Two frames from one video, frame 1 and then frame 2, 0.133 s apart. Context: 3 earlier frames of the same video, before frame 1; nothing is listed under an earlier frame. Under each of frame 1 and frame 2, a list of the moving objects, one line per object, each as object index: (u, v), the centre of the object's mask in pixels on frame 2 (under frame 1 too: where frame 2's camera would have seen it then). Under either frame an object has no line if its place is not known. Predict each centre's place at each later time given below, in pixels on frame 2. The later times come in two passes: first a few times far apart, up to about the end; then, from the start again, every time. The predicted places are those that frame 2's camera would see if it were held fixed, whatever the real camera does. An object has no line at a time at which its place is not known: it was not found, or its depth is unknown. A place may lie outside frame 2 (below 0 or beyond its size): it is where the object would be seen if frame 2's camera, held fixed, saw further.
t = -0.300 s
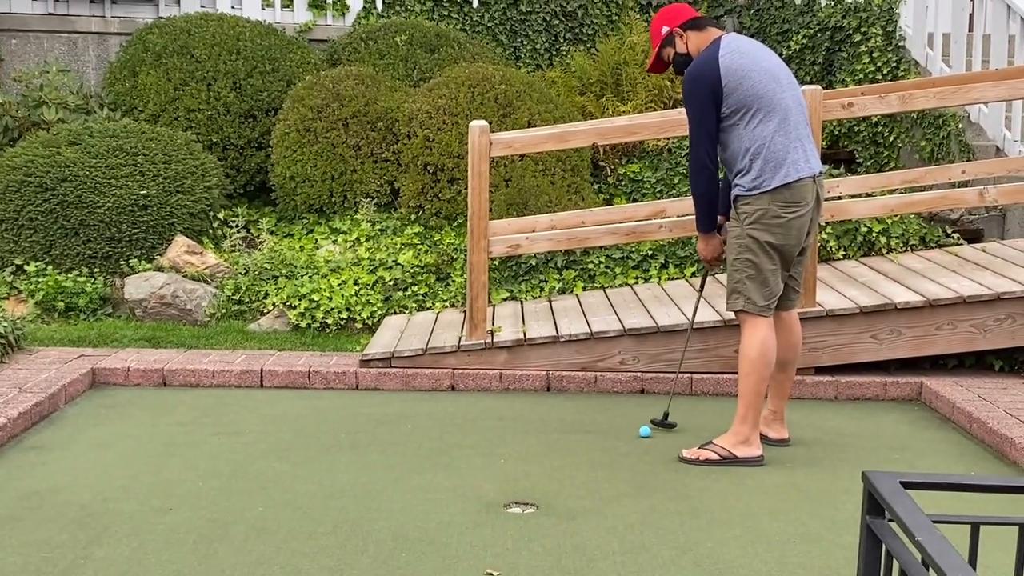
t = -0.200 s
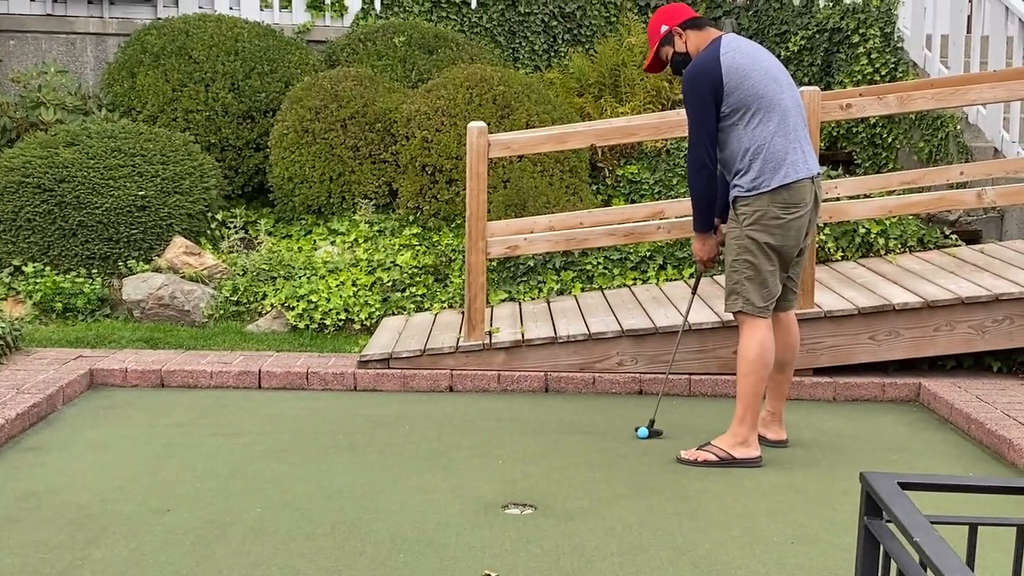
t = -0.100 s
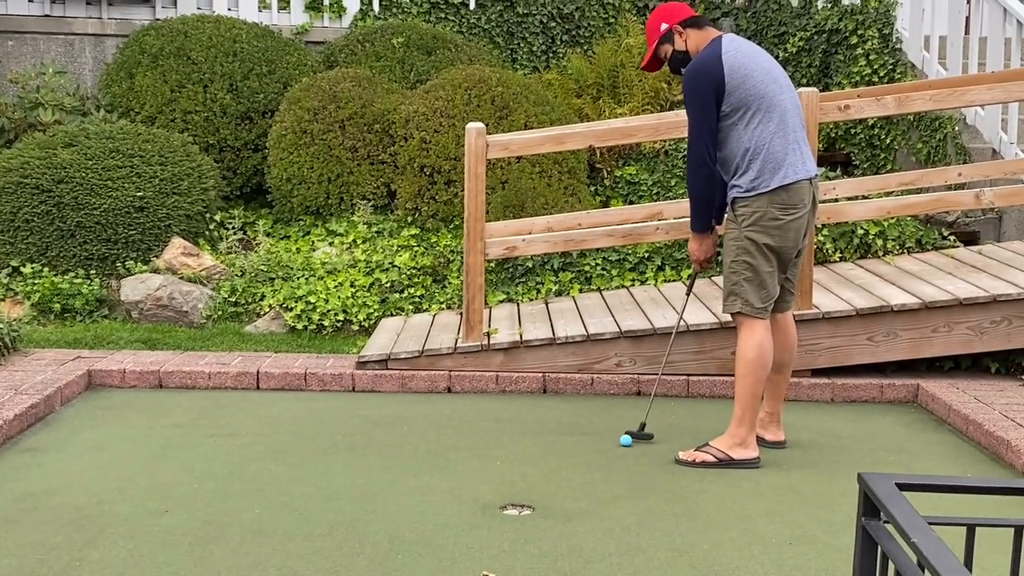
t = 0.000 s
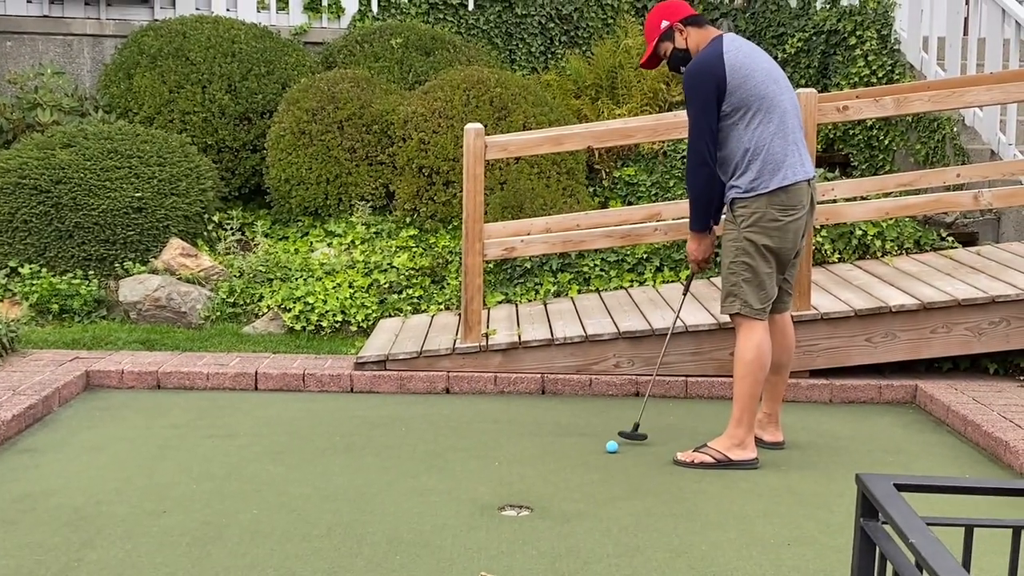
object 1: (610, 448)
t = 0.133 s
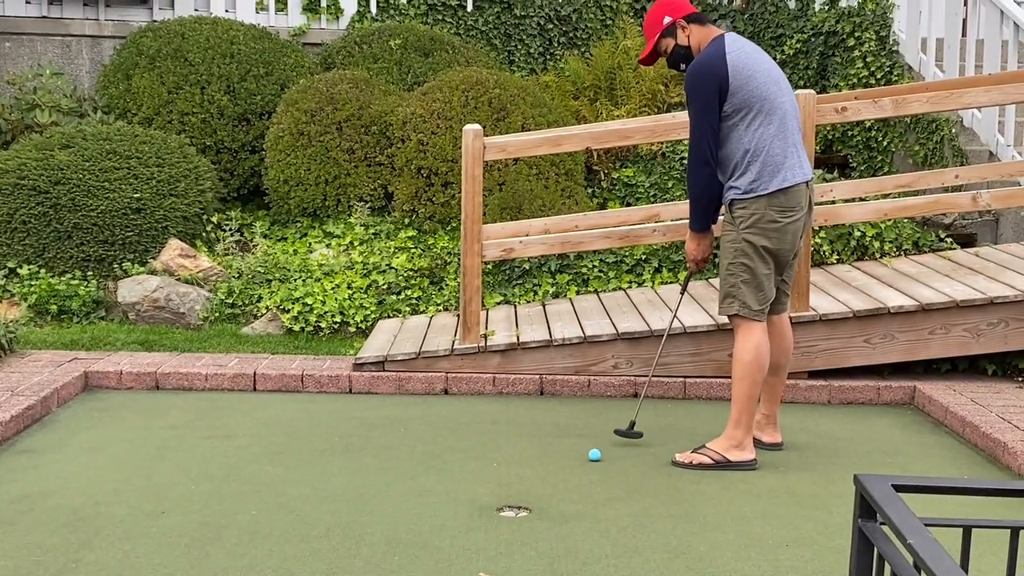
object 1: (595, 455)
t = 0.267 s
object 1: (579, 462)
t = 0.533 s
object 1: (547, 476)
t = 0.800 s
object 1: (516, 490)
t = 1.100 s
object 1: (485, 505)
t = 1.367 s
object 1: (463, 519)
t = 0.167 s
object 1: (590, 457)
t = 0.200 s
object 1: (586, 458)
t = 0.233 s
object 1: (583, 460)
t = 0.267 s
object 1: (579, 462)
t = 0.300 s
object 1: (575, 464)
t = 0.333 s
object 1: (571, 466)
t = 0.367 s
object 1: (567, 467)
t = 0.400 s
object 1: (563, 469)
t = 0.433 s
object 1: (559, 471)
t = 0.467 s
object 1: (555, 472)
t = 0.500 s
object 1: (551, 474)
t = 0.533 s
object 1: (547, 476)
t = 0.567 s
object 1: (543, 478)
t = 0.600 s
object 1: (539, 479)
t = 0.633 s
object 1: (535, 481)
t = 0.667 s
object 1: (531, 483)
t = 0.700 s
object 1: (527, 485)
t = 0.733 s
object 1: (524, 486)
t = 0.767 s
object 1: (520, 488)
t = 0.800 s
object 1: (516, 490)
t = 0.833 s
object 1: (512, 492)
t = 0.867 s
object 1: (509, 494)
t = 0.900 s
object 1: (505, 495)
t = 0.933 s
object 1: (501, 497)
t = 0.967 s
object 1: (497, 498)
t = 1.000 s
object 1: (494, 500)
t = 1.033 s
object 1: (491, 502)
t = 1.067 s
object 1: (488, 504)
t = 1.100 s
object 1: (485, 505)
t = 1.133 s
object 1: (482, 507)
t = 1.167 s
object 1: (480, 509)
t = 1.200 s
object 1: (476, 511)
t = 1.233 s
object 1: (474, 512)
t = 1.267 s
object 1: (471, 514)
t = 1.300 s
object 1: (468, 515)
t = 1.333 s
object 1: (465, 517)
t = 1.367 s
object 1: (463, 519)
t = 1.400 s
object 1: (460, 520)
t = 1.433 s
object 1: (458, 522)
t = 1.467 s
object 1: (456, 524)
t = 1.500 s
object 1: (453, 525)
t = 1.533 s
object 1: (451, 527)
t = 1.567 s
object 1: (449, 529)
